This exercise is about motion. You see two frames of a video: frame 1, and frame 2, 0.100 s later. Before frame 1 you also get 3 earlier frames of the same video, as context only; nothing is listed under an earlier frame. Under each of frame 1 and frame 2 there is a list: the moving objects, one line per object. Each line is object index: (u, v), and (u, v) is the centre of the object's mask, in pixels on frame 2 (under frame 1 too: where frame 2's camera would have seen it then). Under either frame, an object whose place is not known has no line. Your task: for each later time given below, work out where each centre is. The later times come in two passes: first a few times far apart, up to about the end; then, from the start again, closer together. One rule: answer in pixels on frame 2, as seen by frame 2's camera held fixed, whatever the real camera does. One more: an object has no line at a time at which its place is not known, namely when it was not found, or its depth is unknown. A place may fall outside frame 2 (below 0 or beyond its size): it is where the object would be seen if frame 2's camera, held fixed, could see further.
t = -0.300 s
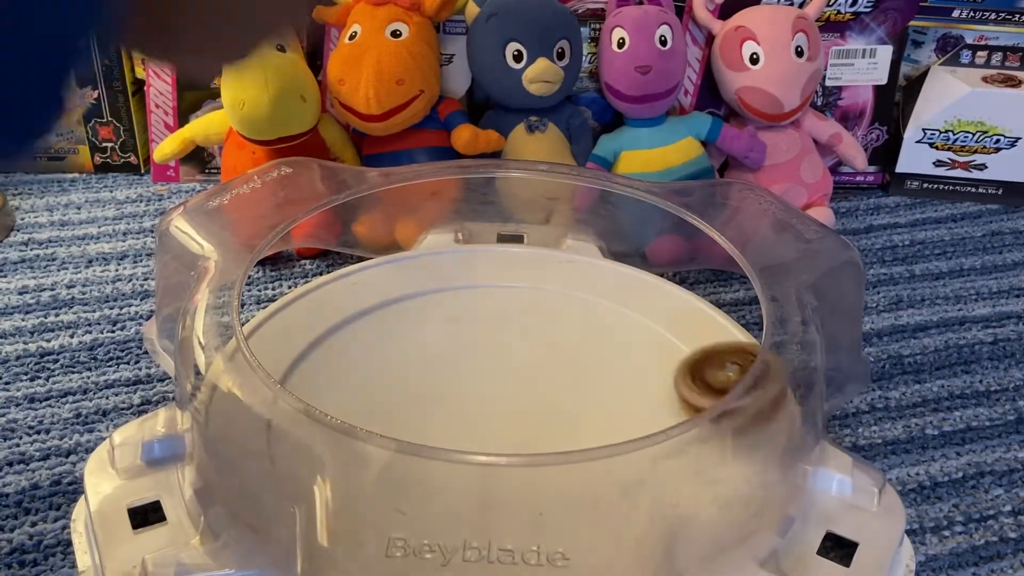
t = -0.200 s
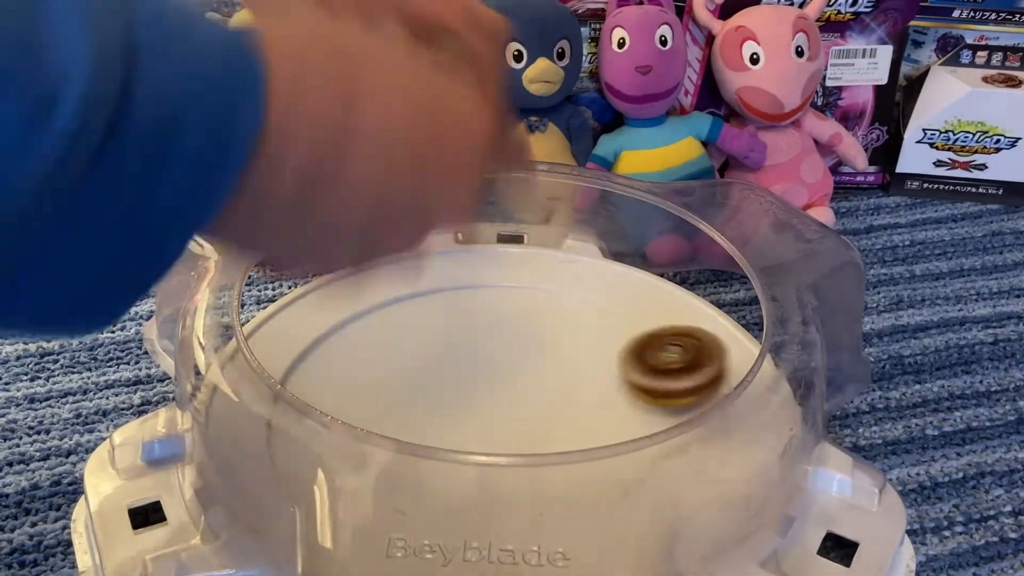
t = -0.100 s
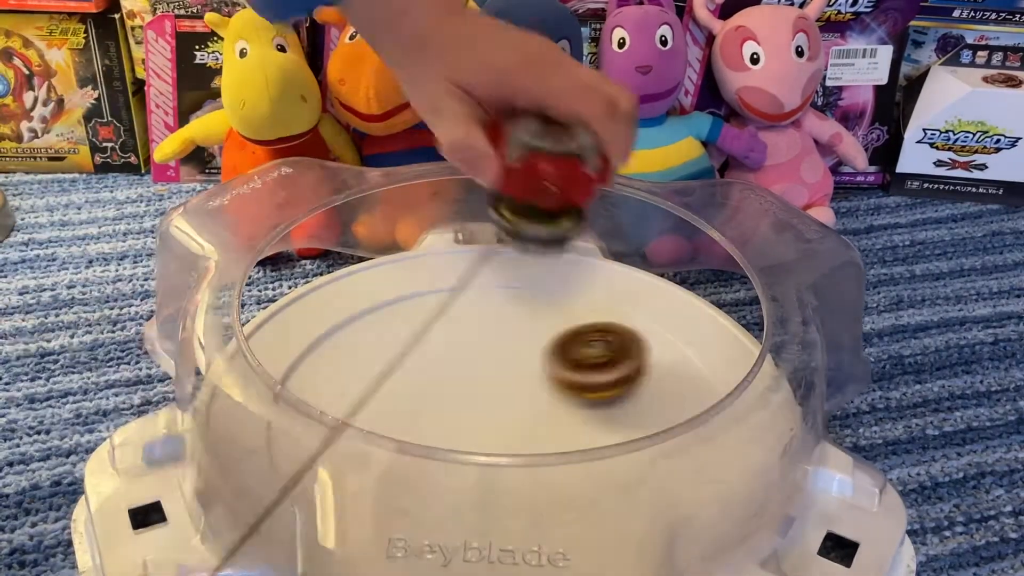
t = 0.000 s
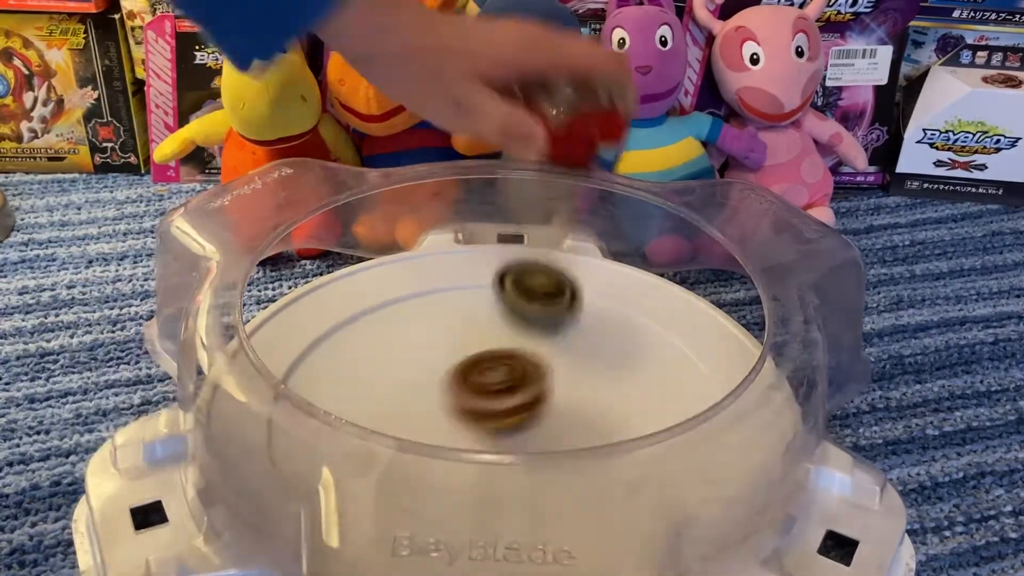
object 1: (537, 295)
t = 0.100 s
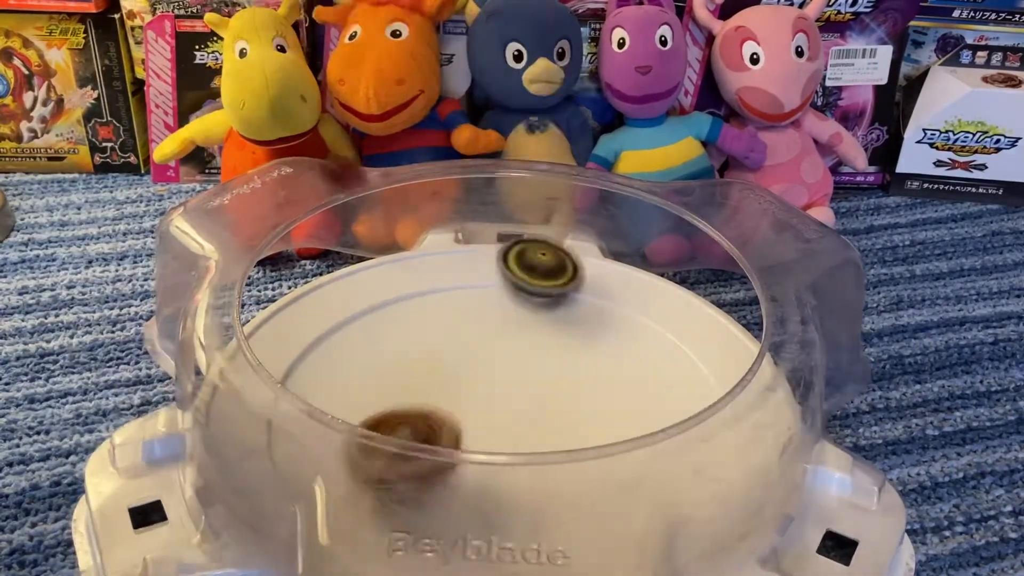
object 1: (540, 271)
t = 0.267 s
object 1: (500, 313)
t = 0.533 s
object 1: (460, 410)
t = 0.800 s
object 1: (482, 334)
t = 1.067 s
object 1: (392, 312)
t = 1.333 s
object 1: (367, 402)
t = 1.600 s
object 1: (526, 445)
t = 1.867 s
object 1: (662, 385)
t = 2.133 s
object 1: (556, 286)
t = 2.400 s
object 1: (351, 382)
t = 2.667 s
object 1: (506, 531)
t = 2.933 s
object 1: (717, 420)
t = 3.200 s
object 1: (548, 302)
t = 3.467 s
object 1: (312, 369)
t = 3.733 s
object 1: (439, 528)
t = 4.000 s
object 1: (675, 437)
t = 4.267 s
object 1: (539, 298)
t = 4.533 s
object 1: (315, 333)
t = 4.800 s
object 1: (384, 491)
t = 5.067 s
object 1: (639, 428)
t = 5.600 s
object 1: (344, 312)
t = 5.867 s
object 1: (384, 480)
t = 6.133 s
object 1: (642, 431)
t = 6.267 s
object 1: (670, 356)
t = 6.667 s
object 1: (403, 299)
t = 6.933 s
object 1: (376, 436)
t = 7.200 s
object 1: (608, 475)
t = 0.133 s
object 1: (536, 275)
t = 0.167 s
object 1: (529, 282)
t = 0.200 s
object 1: (521, 289)
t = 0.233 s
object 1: (511, 300)
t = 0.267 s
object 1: (500, 313)
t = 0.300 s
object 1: (488, 327)
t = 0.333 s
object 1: (476, 342)
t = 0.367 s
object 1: (466, 355)
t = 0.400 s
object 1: (457, 368)
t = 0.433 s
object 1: (452, 380)
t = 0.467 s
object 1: (452, 391)
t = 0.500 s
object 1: (454, 402)
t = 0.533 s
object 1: (460, 410)
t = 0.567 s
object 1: (469, 414)
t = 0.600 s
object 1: (479, 417)
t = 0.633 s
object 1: (491, 420)
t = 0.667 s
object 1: (503, 420)
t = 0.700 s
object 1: (507, 413)
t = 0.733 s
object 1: (495, 385)
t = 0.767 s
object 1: (486, 360)
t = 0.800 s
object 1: (482, 334)
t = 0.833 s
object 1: (477, 315)
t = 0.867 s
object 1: (470, 301)
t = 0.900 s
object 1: (461, 291)
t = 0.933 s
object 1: (448, 285)
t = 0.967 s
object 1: (434, 285)
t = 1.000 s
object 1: (417, 289)
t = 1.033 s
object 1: (402, 298)
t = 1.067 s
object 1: (392, 312)
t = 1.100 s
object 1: (388, 330)
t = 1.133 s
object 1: (391, 350)
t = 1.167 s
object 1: (402, 371)
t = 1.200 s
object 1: (399, 384)
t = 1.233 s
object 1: (381, 390)
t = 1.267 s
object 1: (371, 395)
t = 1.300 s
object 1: (366, 398)
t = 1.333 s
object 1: (367, 402)
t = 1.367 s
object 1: (370, 417)
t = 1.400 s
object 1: (379, 425)
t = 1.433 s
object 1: (395, 432)
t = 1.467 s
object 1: (417, 436)
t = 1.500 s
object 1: (444, 442)
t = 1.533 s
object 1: (474, 443)
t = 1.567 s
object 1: (504, 439)
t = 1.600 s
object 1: (526, 445)
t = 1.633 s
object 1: (548, 448)
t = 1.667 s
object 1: (570, 447)
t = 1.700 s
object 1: (592, 444)
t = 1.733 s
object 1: (611, 435)
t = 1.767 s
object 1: (629, 425)
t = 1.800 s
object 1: (639, 406)
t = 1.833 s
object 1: (651, 396)
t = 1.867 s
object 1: (662, 385)
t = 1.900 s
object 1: (667, 371)
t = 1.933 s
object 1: (666, 354)
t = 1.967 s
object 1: (660, 338)
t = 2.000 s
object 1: (649, 322)
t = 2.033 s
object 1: (632, 309)
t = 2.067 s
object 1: (611, 298)
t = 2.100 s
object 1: (585, 290)
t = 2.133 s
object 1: (556, 286)
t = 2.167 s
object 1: (525, 284)
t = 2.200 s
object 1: (493, 288)
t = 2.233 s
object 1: (461, 296)
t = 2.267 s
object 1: (431, 306)
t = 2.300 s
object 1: (404, 321)
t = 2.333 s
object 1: (381, 339)
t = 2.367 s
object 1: (363, 360)
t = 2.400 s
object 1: (351, 382)
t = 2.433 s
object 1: (352, 396)
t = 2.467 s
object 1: (362, 411)
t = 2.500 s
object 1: (372, 451)
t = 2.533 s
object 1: (383, 479)
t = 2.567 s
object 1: (401, 498)
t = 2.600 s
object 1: (432, 519)
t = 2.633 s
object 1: (466, 527)
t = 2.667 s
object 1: (506, 531)
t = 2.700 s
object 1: (545, 530)
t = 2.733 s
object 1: (588, 526)
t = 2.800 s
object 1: (652, 499)
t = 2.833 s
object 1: (679, 479)
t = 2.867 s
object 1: (703, 463)
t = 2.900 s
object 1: (711, 442)
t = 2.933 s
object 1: (717, 420)
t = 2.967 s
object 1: (713, 396)
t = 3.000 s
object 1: (701, 371)
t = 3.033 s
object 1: (691, 359)
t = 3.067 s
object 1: (670, 342)
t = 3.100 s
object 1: (646, 328)
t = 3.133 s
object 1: (616, 316)
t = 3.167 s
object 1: (583, 307)
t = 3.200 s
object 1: (548, 302)
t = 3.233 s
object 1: (512, 300)
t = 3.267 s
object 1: (476, 301)
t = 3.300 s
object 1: (442, 305)
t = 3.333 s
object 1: (410, 313)
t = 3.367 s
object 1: (377, 324)
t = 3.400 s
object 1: (350, 337)
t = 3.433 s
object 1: (326, 354)
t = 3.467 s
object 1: (312, 369)
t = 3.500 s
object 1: (310, 380)
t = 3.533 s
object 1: (314, 395)
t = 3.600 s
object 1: (303, 459)
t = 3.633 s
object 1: (345, 474)
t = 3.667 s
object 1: (374, 504)
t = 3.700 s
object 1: (403, 522)
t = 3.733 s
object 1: (439, 528)
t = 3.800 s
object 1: (521, 530)
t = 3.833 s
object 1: (562, 524)
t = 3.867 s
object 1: (598, 514)
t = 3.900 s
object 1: (628, 500)
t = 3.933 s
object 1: (652, 480)
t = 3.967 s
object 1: (666, 458)
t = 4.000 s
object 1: (675, 437)
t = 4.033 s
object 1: (670, 410)
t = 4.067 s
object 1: (667, 387)
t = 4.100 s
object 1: (657, 367)
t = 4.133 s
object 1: (642, 351)
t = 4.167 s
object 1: (621, 334)
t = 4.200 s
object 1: (596, 320)
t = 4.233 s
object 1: (569, 308)
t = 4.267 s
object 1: (539, 298)
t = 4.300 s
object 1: (508, 292)
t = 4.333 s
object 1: (477, 289)
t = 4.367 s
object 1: (446, 288)
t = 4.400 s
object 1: (415, 290)
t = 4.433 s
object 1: (384, 295)
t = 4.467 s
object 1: (357, 304)
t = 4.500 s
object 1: (333, 315)
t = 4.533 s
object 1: (315, 333)
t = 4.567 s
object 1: (300, 352)
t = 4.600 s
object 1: (298, 365)
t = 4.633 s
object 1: (303, 380)
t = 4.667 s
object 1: (312, 394)
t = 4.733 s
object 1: (305, 460)
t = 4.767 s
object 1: (343, 478)
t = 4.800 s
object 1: (384, 491)
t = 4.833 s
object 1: (420, 503)
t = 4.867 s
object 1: (459, 515)
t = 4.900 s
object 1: (500, 506)
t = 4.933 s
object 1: (537, 503)
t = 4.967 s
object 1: (573, 496)
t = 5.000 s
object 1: (604, 474)
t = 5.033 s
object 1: (626, 452)
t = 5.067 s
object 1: (639, 428)
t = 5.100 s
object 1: (645, 402)
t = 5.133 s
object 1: (652, 386)
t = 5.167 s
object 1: (648, 365)
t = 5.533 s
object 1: (390, 287)
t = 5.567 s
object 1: (366, 296)
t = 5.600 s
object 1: (344, 312)
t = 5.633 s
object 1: (326, 328)
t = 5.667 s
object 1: (313, 350)
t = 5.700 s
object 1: (311, 366)
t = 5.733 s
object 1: (318, 380)
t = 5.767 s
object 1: (331, 396)
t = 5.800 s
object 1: (350, 411)
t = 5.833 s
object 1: (367, 449)
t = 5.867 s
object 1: (384, 480)
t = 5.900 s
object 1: (415, 492)
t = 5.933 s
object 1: (453, 496)
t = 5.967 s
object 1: (491, 498)
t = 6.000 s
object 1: (530, 496)
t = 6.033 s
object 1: (565, 481)
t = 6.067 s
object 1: (596, 467)
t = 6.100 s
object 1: (622, 452)
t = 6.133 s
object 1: (642, 431)
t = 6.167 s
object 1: (651, 403)
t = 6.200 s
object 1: (664, 390)
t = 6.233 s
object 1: (672, 375)
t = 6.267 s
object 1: (670, 356)
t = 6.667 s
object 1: (403, 299)
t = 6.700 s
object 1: (381, 312)
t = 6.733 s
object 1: (363, 328)
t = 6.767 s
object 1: (350, 347)
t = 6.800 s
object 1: (342, 366)
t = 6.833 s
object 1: (341, 382)
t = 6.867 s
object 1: (350, 395)
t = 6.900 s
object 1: (365, 407)
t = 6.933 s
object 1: (376, 436)
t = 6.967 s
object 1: (393, 462)
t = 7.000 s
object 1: (418, 476)
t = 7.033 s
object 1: (446, 489)
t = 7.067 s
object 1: (479, 497)
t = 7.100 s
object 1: (514, 500)
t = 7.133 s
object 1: (546, 494)
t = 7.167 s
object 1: (580, 492)
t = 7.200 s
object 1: (608, 475)
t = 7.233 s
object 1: (632, 460)
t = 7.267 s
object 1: (652, 446)
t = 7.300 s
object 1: (666, 428)
